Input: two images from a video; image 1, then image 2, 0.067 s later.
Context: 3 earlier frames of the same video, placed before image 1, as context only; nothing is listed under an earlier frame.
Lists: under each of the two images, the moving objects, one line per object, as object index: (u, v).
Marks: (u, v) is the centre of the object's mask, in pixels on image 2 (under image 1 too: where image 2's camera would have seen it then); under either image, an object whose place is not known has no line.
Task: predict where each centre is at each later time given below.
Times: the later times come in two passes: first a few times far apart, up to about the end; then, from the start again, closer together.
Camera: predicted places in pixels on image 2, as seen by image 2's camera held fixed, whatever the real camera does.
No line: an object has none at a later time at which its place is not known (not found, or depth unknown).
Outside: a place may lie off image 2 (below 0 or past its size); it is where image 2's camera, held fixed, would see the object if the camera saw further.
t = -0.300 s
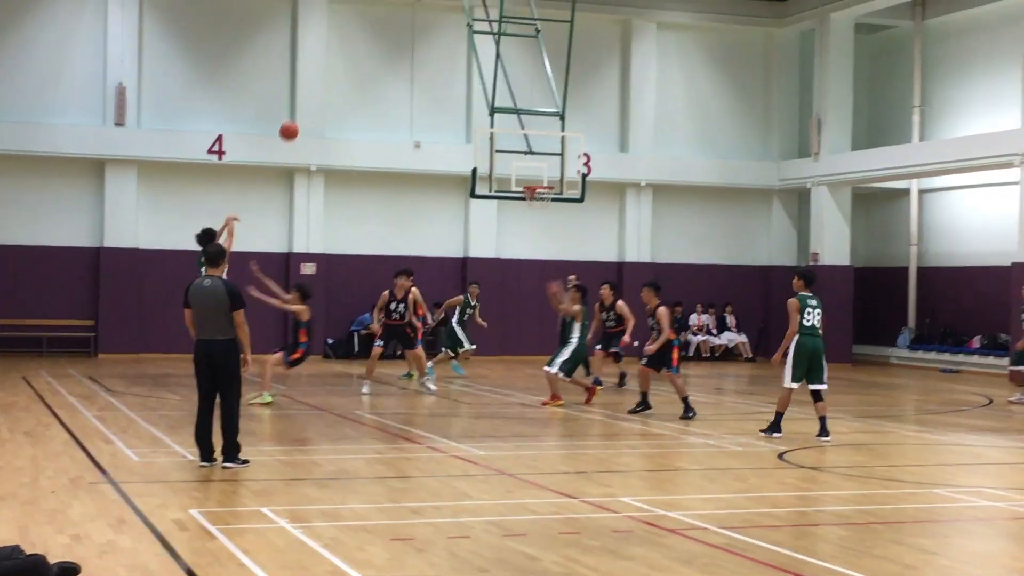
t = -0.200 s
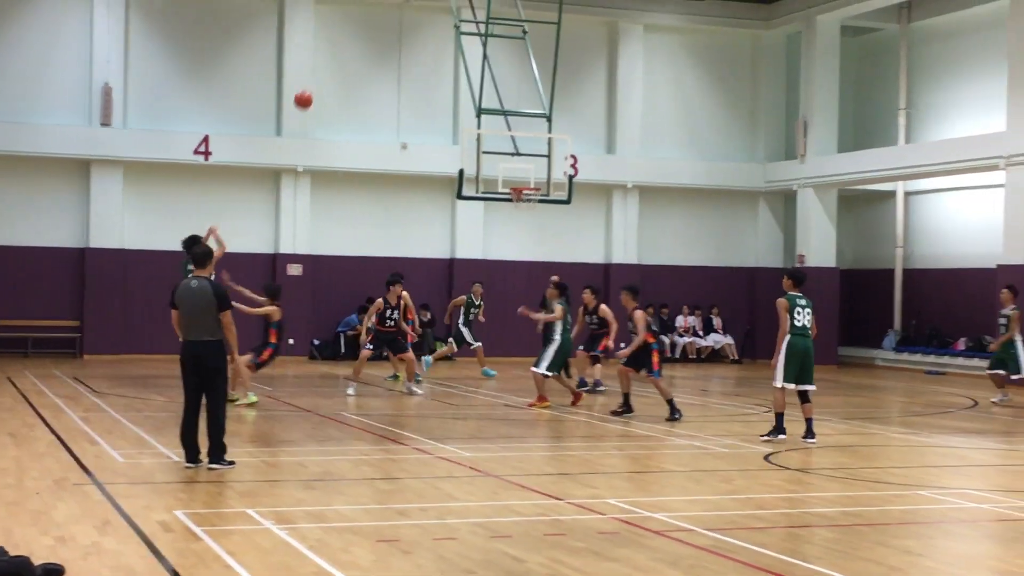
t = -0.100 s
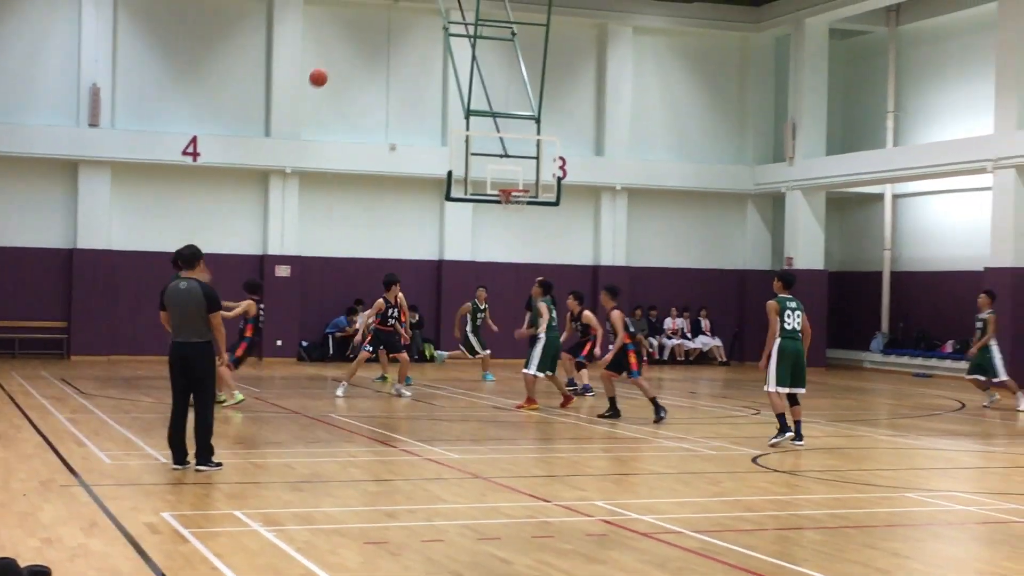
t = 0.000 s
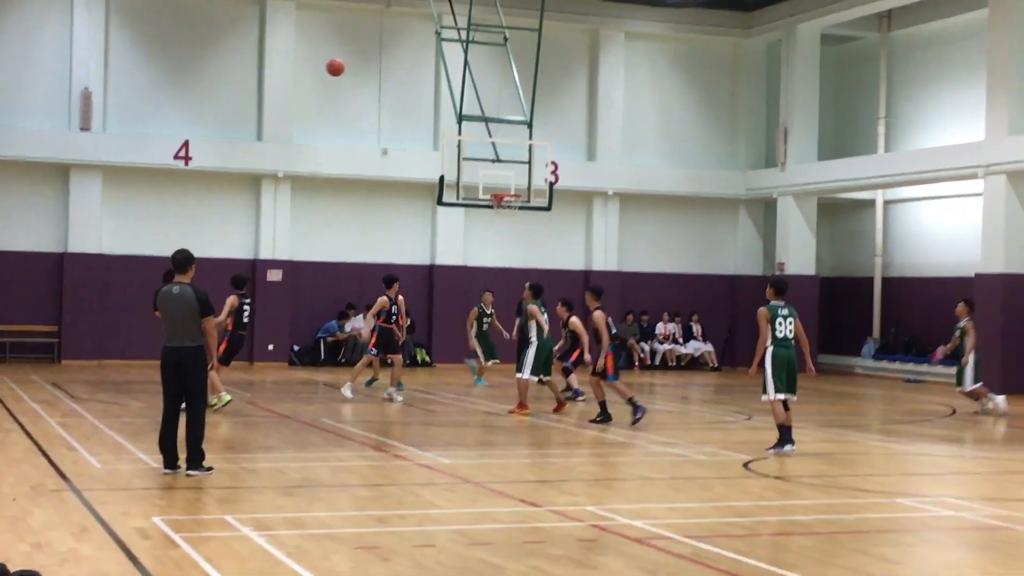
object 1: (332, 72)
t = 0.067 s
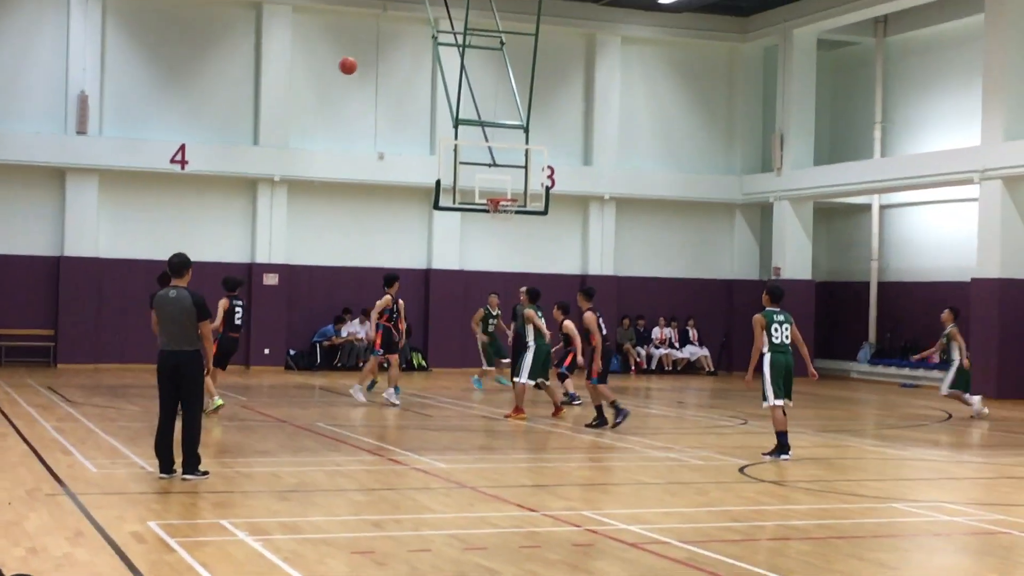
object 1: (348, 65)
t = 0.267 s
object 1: (392, 68)
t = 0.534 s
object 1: (445, 111)
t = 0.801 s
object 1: (490, 192)
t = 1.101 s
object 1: (497, 136)
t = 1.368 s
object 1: (502, 131)
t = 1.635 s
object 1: (506, 170)
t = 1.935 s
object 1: (506, 264)
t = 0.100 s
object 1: (356, 64)
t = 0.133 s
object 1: (363, 63)
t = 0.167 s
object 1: (370, 63)
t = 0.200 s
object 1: (378, 64)
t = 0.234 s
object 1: (385, 66)
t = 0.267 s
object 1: (392, 68)
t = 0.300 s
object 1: (399, 71)
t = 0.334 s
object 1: (406, 75)
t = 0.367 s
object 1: (413, 79)
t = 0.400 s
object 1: (419, 85)
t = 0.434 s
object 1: (426, 90)
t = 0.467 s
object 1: (432, 96)
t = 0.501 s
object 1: (439, 103)
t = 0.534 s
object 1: (445, 111)
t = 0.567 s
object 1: (451, 119)
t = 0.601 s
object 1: (457, 128)
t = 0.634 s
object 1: (463, 138)
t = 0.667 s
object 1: (469, 148)
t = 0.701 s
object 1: (474, 158)
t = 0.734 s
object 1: (480, 169)
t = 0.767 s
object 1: (485, 181)
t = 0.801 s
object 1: (490, 192)
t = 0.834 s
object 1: (491, 184)
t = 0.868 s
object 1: (492, 176)
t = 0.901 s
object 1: (493, 168)
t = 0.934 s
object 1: (494, 161)
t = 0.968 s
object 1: (494, 155)
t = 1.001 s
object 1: (495, 149)
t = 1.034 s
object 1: (496, 144)
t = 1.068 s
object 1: (496, 140)
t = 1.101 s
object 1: (497, 136)
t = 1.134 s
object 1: (498, 133)
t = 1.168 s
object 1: (498, 130)
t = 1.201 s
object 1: (499, 129)
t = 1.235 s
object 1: (500, 128)
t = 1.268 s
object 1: (500, 128)
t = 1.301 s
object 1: (501, 129)
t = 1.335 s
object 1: (501, 130)
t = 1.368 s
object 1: (502, 131)
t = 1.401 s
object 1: (502, 134)
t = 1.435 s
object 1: (503, 137)
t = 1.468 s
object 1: (503, 142)
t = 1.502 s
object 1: (504, 146)
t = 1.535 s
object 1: (504, 151)
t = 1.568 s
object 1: (505, 157)
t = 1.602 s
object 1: (505, 163)
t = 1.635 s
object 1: (506, 170)
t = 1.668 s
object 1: (506, 179)
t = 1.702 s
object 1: (506, 187)
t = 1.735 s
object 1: (507, 196)
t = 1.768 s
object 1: (506, 206)
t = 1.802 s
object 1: (507, 217)
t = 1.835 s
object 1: (507, 227)
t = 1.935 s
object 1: (506, 264)
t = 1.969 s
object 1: (507, 277)
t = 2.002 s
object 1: (507, 290)
